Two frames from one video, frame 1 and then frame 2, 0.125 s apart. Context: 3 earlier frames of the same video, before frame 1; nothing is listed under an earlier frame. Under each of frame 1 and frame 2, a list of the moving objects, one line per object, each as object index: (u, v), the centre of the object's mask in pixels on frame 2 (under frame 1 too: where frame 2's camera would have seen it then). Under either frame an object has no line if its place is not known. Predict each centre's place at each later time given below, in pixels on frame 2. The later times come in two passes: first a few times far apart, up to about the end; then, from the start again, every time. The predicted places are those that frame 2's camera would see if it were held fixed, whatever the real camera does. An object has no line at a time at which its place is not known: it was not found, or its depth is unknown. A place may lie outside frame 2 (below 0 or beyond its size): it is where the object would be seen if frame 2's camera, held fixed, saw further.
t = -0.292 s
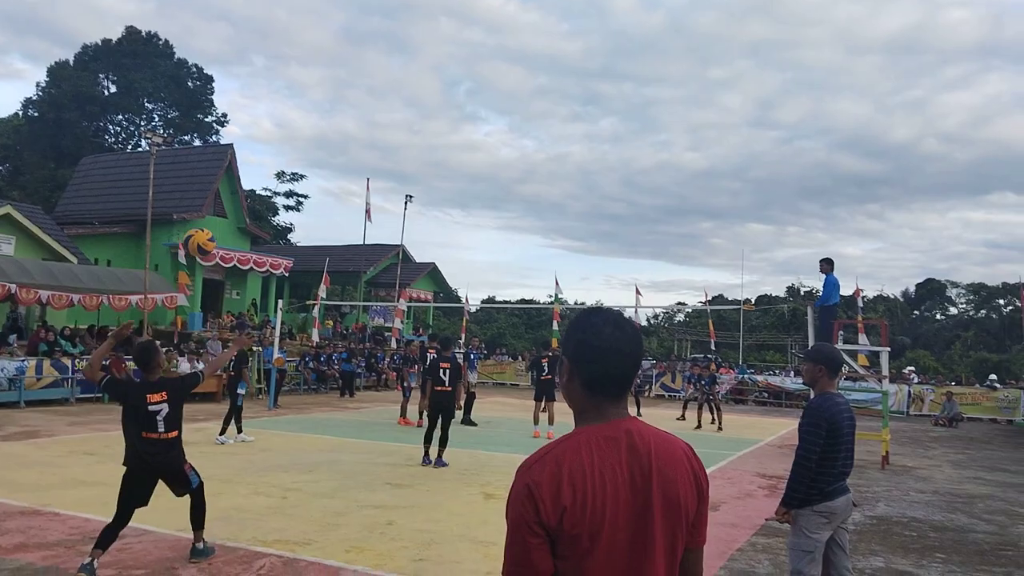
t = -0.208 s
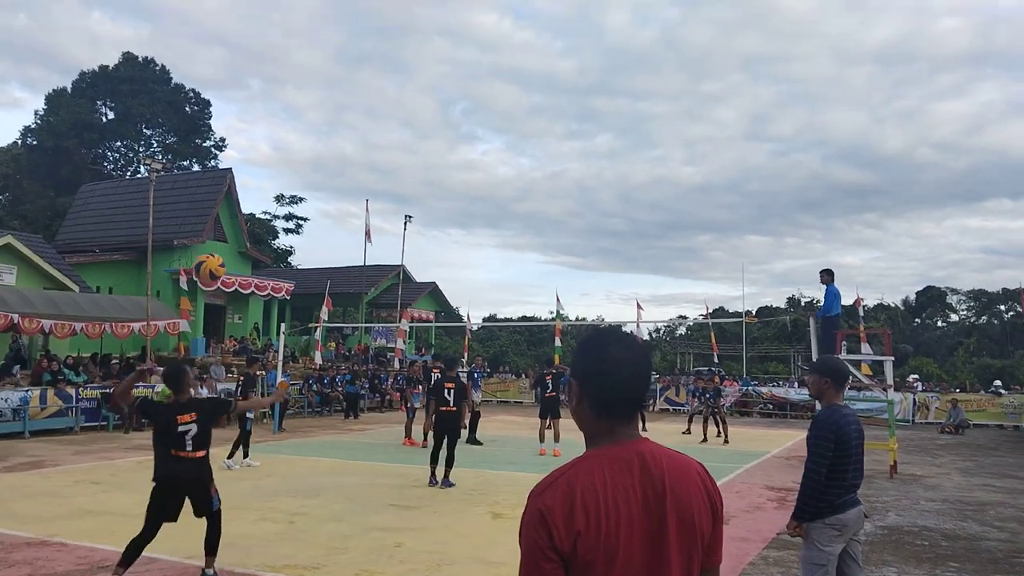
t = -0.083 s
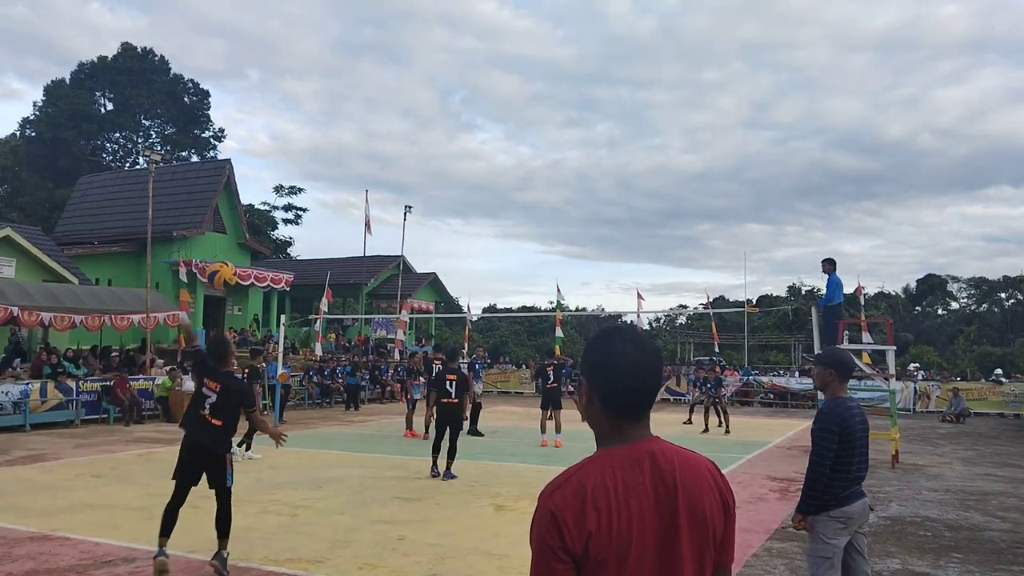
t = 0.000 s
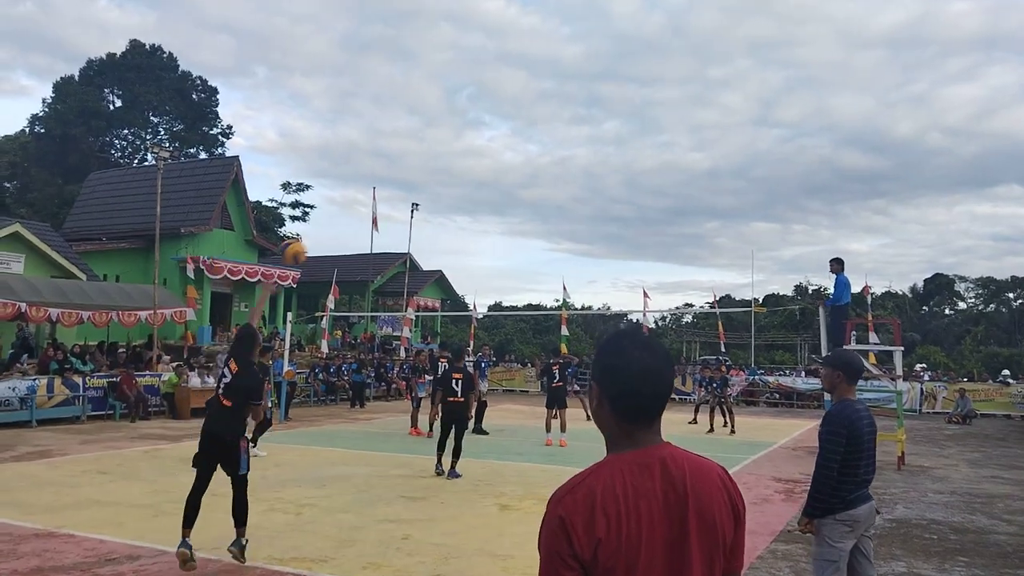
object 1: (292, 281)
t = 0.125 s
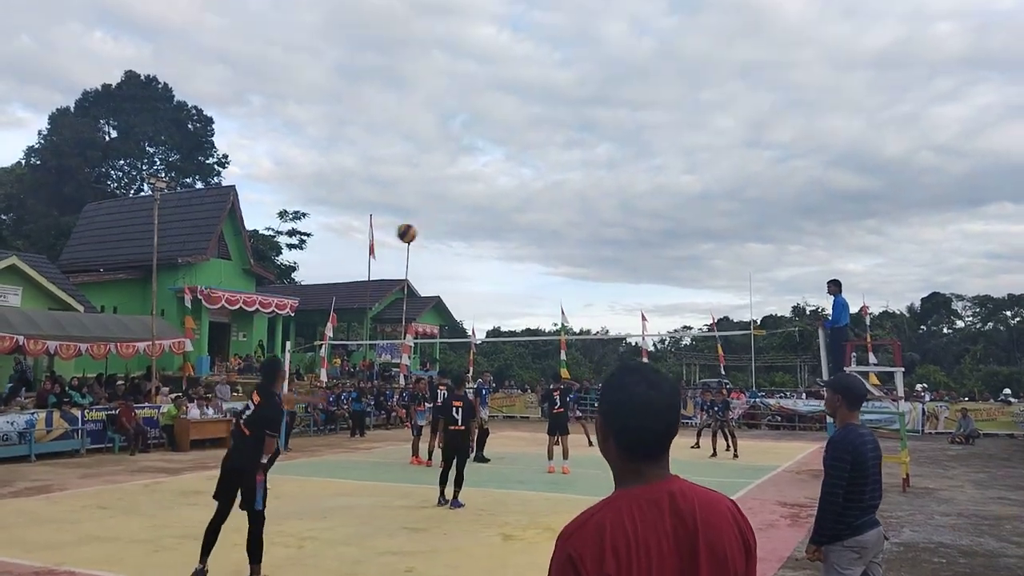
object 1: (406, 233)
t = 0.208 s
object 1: (460, 219)
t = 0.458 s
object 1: (563, 214)
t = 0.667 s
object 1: (615, 236)
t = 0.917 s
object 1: (658, 282)
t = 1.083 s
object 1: (678, 319)
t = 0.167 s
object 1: (435, 225)
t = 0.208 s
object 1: (460, 219)
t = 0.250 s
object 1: (482, 214)
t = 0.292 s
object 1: (499, 212)
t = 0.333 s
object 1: (518, 210)
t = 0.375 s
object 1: (536, 211)
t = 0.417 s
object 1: (547, 213)
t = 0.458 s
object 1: (563, 214)
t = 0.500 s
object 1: (572, 216)
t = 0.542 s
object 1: (586, 221)
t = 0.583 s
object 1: (597, 225)
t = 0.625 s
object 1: (607, 230)
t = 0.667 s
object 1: (615, 236)
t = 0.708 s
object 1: (623, 242)
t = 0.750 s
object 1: (630, 249)
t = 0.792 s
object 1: (636, 258)
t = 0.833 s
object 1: (641, 266)
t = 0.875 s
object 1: (649, 276)
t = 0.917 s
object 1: (658, 282)
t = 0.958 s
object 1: (665, 288)
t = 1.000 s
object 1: (670, 299)
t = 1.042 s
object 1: (674, 309)
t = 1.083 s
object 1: (678, 319)
